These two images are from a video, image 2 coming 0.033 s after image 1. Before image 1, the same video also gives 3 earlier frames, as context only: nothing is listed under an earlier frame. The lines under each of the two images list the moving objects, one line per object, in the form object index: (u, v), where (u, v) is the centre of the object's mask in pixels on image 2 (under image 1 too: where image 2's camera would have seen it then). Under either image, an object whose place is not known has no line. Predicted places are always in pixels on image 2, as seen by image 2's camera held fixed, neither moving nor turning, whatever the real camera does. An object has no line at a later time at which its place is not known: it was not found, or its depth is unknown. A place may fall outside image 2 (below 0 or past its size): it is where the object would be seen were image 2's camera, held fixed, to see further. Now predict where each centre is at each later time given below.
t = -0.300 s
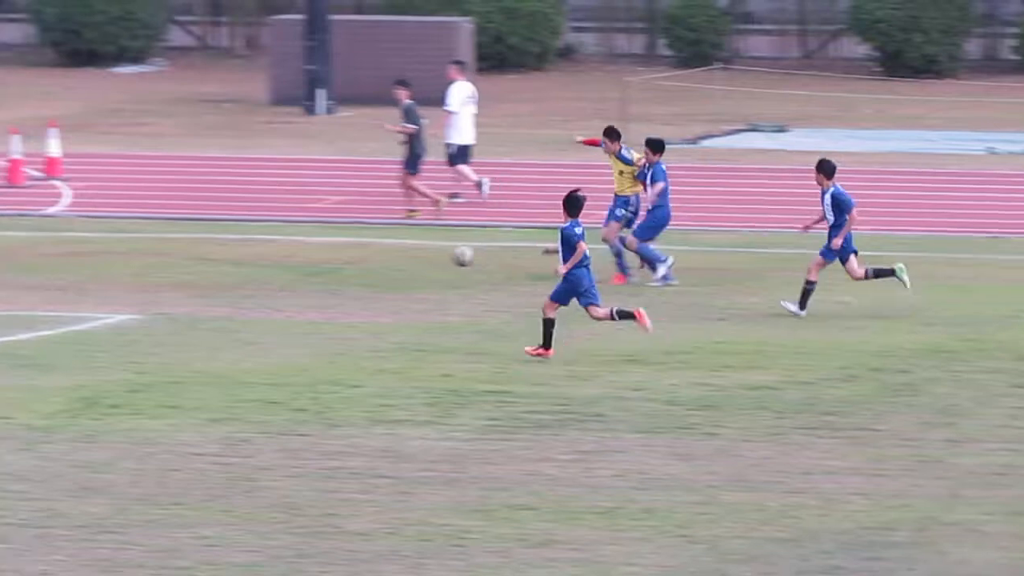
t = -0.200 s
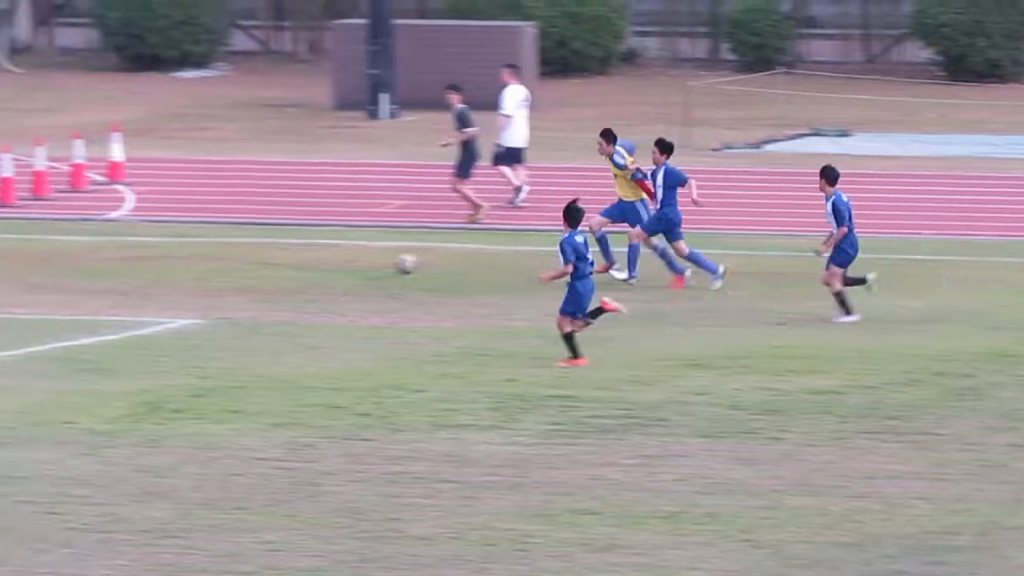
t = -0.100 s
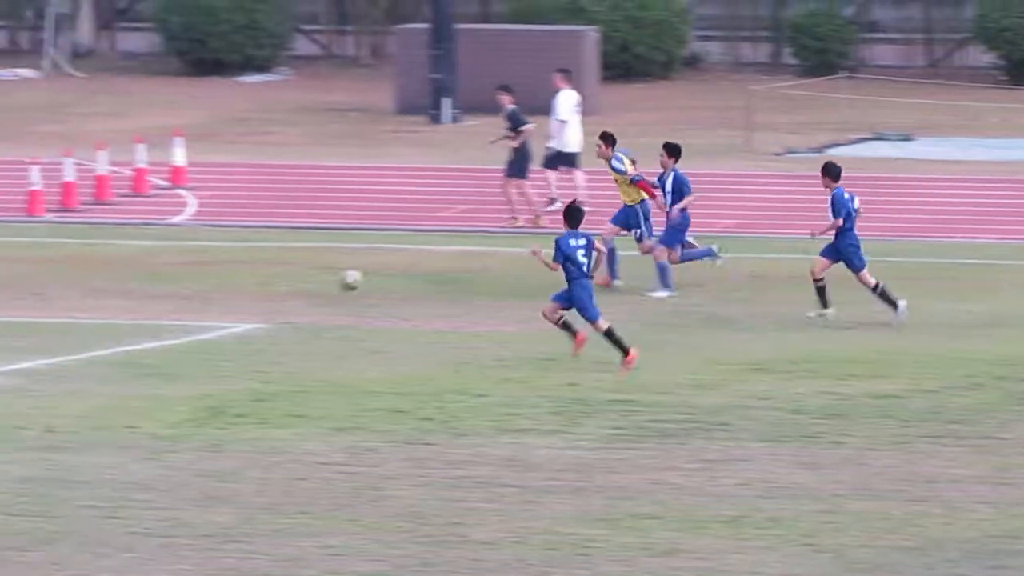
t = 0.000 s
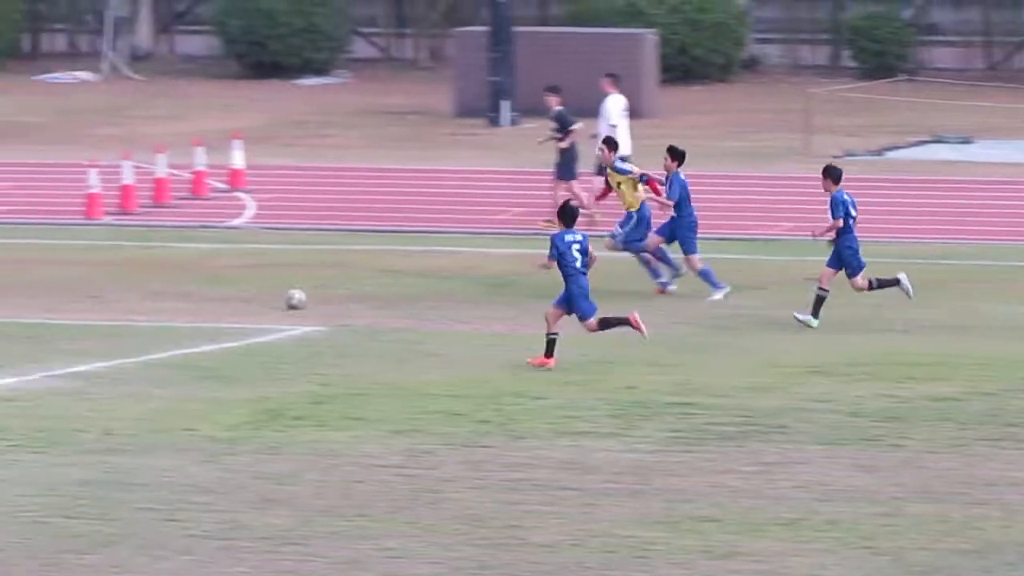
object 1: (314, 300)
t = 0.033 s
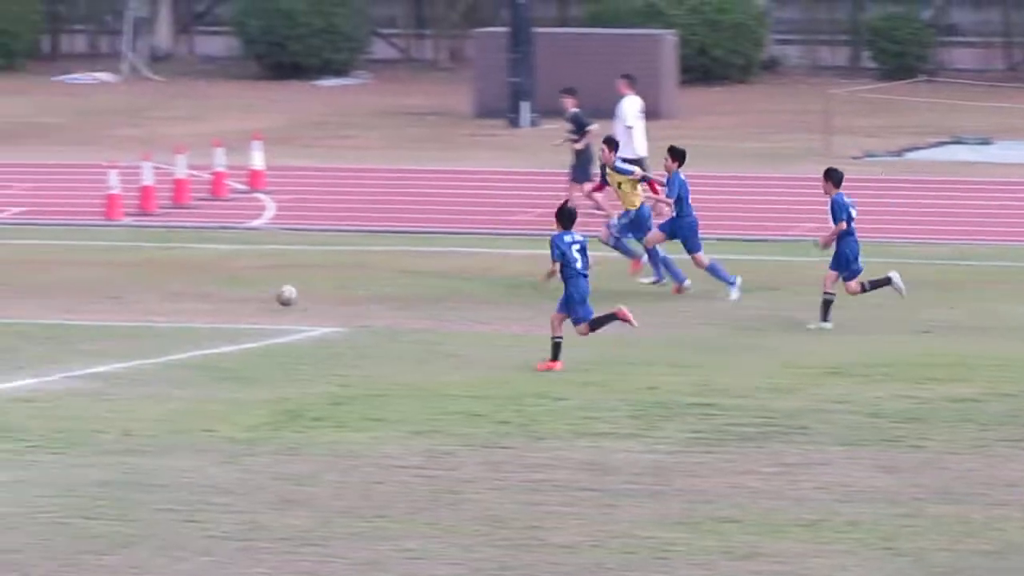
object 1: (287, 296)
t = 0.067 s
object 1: (259, 292)
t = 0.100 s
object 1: (230, 289)
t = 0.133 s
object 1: (201, 288)
